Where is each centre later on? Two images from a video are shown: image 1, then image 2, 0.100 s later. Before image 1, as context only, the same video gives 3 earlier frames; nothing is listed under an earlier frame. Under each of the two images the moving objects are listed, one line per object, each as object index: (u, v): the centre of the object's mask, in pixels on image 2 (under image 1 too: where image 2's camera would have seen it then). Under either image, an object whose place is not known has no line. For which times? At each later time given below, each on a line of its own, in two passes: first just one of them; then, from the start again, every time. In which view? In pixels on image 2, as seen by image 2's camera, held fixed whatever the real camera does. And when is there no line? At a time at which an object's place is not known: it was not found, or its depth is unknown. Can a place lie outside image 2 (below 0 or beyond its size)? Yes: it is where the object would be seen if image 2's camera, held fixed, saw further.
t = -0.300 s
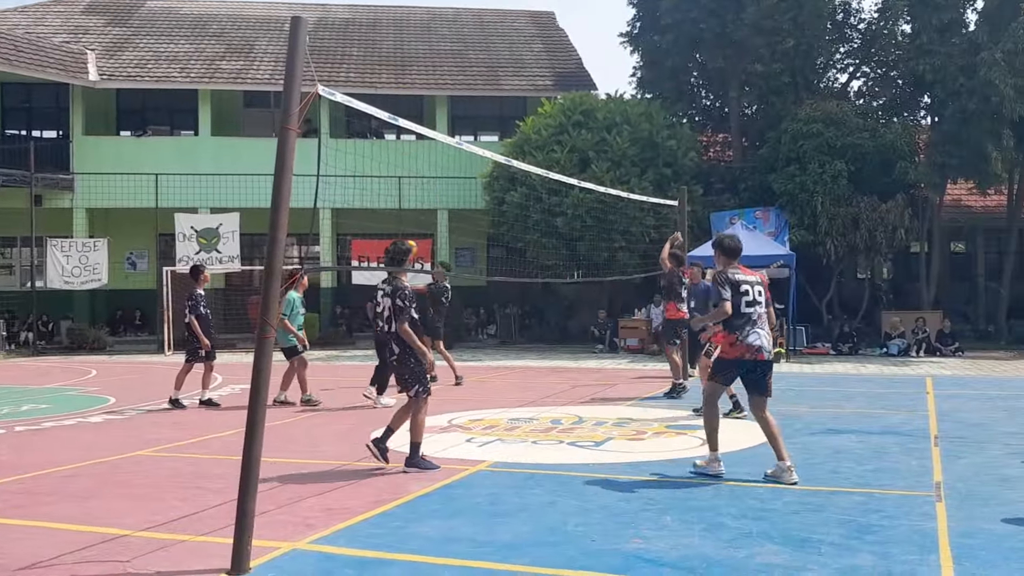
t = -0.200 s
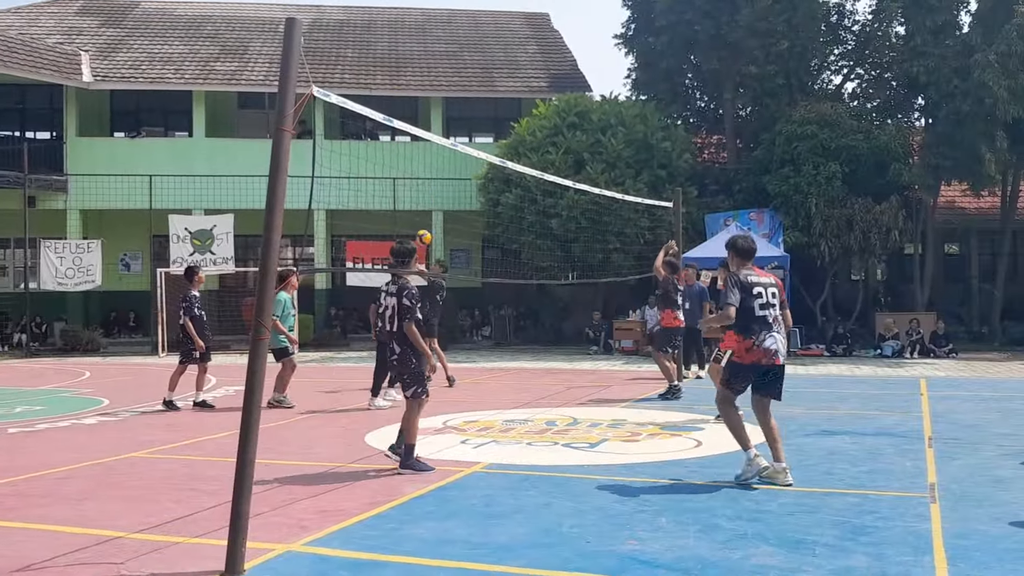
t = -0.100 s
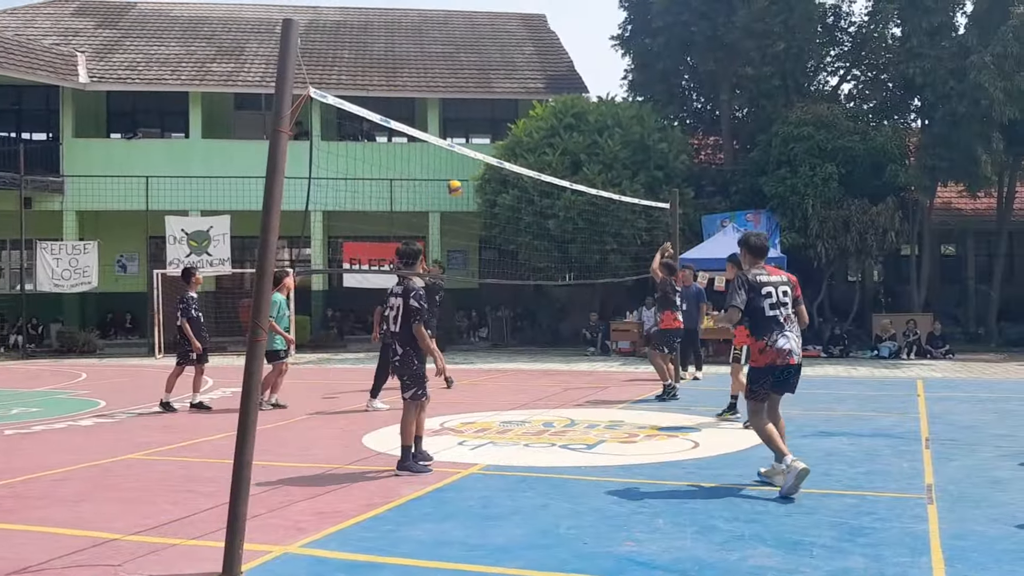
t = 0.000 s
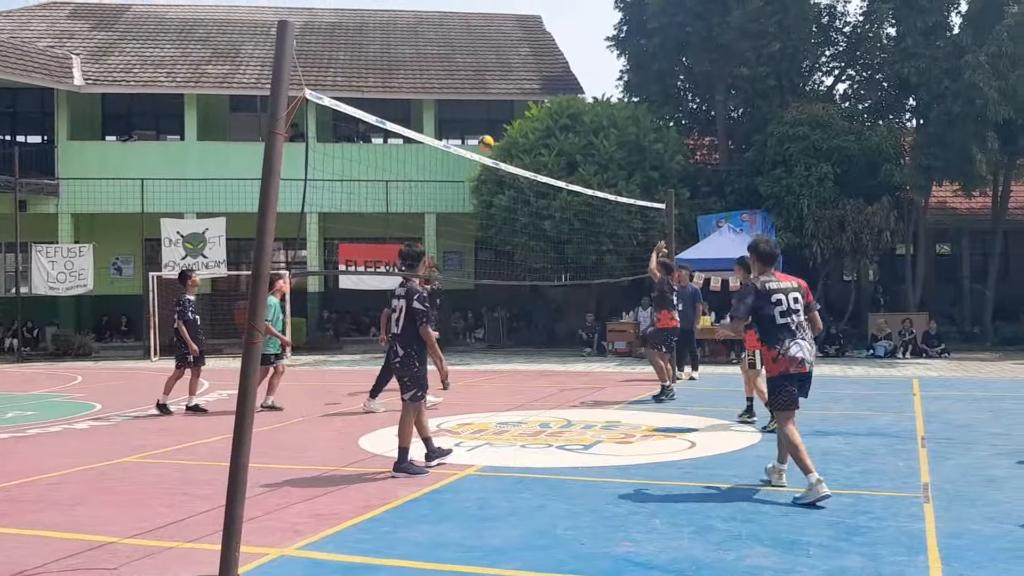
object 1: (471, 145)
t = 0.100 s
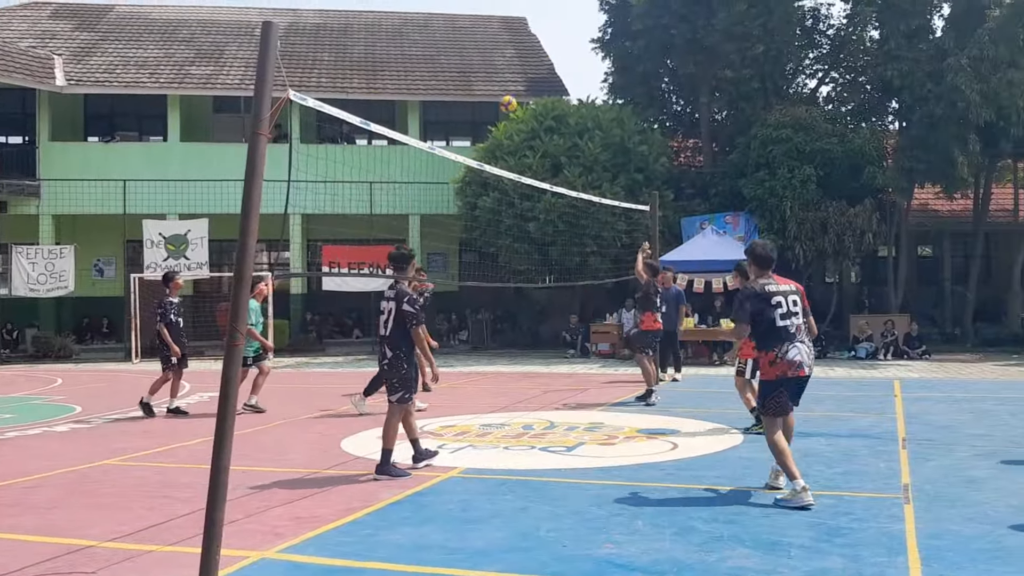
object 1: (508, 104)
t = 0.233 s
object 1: (561, 59)
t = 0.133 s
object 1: (522, 90)
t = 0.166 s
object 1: (534, 80)
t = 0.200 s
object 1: (547, 69)
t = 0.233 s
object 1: (561, 59)
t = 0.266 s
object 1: (575, 49)
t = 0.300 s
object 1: (589, 41)
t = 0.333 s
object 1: (604, 33)
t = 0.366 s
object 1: (618, 25)
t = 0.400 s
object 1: (634, 19)
